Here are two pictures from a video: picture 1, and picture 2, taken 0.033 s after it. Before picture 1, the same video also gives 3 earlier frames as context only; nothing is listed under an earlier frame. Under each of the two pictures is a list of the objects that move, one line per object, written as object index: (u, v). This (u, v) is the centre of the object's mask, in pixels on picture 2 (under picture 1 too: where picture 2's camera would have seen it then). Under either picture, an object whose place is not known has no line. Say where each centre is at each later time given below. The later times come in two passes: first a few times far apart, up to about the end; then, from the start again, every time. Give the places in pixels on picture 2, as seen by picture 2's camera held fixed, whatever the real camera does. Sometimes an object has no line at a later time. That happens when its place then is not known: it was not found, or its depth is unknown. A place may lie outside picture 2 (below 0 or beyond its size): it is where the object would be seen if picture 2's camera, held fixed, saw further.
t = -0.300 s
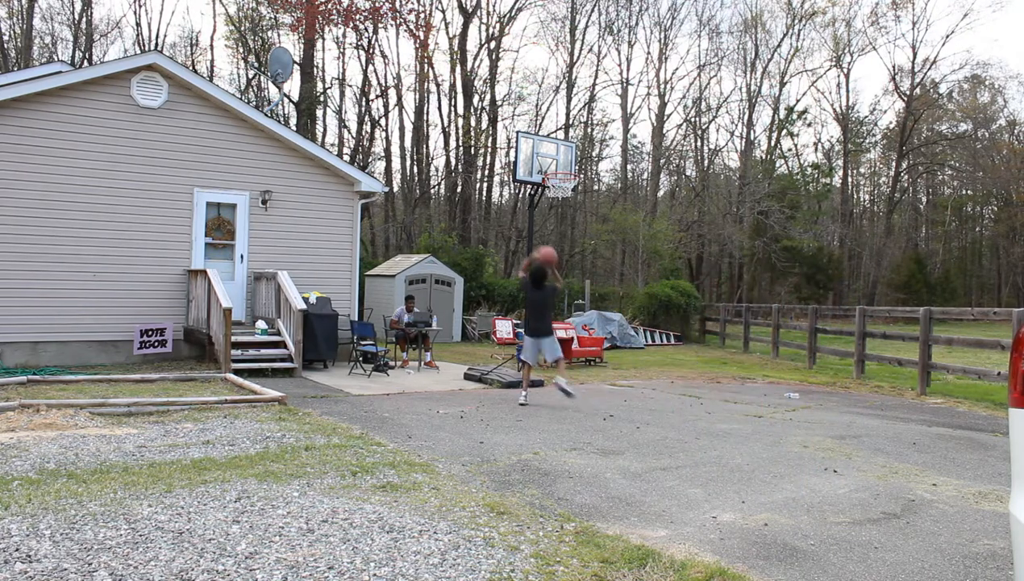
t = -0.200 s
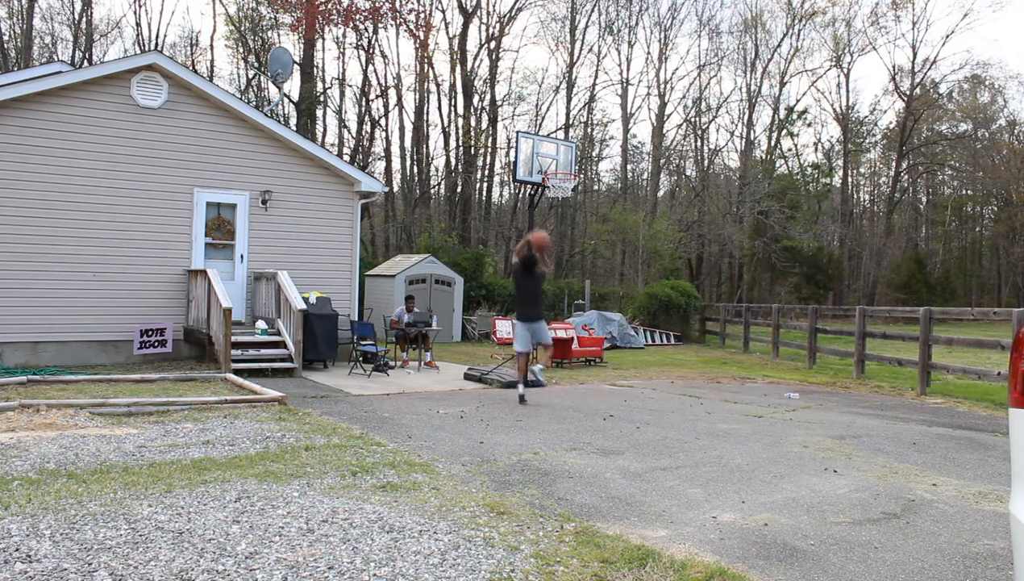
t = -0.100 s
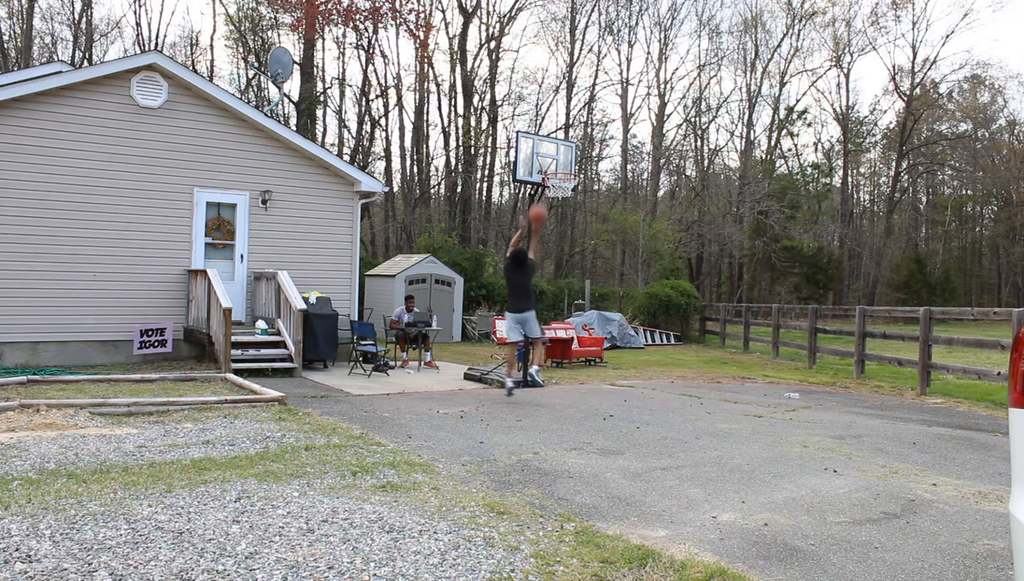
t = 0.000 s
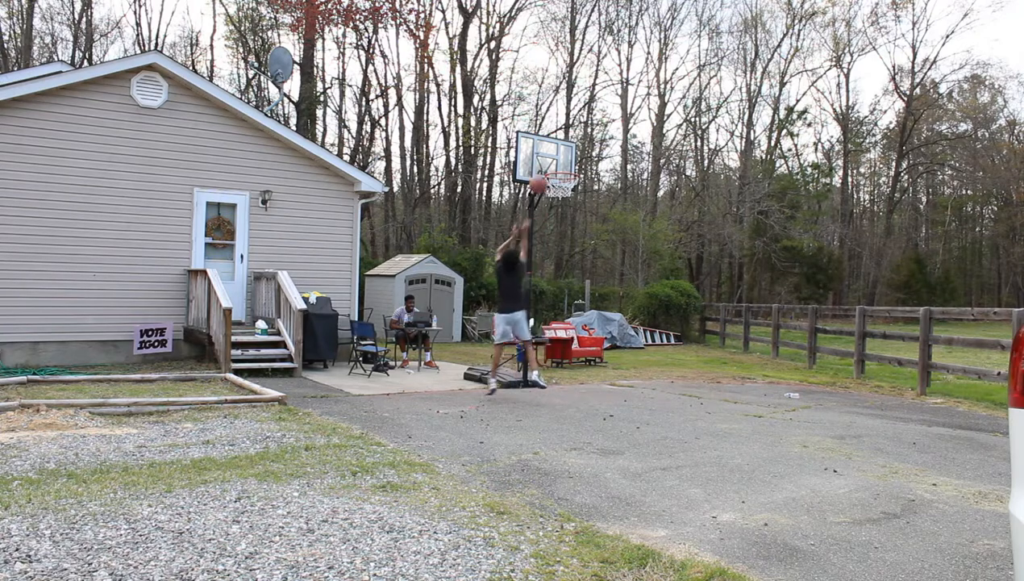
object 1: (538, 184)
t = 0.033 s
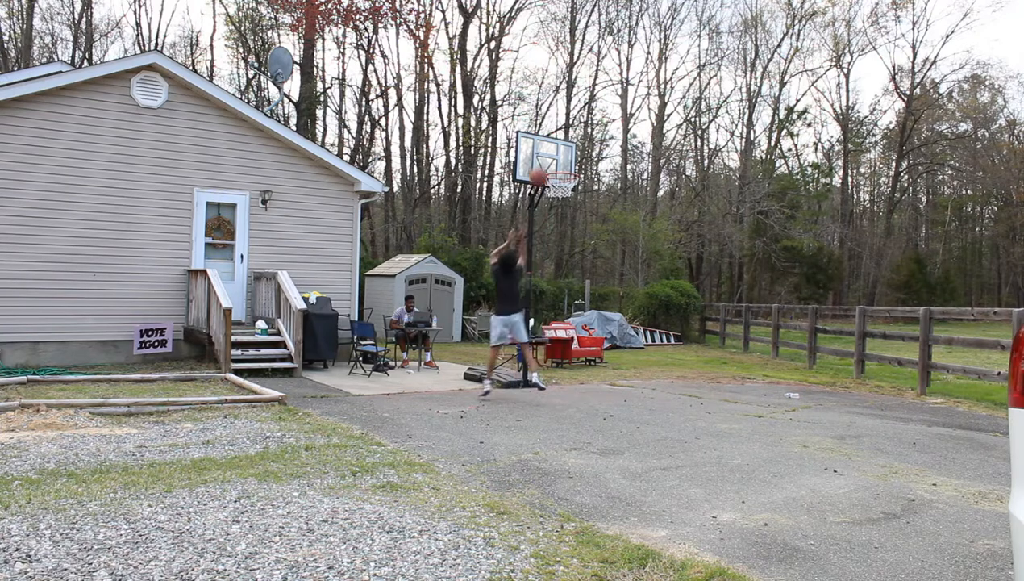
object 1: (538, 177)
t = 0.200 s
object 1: (537, 152)
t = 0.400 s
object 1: (552, 149)
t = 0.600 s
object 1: (573, 165)
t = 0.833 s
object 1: (576, 166)
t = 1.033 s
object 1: (581, 167)
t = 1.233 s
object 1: (590, 178)
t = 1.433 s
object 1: (598, 214)
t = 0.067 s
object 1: (537, 169)
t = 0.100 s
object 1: (538, 164)
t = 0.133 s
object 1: (537, 158)
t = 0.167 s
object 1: (537, 155)
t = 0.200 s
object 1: (537, 152)
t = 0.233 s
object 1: (537, 149)
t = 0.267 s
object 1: (537, 148)
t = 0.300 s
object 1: (538, 148)
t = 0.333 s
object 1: (542, 147)
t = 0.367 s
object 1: (547, 148)
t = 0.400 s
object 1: (552, 149)
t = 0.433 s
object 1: (557, 152)
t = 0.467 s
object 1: (561, 154)
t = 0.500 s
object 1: (565, 158)
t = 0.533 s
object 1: (569, 163)
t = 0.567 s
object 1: (574, 166)
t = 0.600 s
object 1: (573, 165)
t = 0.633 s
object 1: (574, 163)
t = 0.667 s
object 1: (575, 162)
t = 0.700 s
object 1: (575, 162)
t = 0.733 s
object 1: (575, 162)
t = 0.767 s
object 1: (577, 163)
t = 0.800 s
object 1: (577, 164)
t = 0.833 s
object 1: (576, 166)
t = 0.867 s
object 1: (578, 165)
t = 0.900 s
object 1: (578, 164)
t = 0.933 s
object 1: (579, 164)
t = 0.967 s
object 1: (580, 164)
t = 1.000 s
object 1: (580, 165)
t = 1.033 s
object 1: (581, 167)
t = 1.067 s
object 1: (581, 168)
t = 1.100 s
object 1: (583, 168)
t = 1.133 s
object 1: (585, 170)
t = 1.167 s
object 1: (586, 171)
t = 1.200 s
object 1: (587, 174)
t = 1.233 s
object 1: (590, 178)
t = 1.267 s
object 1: (591, 182)
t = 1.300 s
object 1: (592, 187)
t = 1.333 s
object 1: (593, 192)
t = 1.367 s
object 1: (596, 200)
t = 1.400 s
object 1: (597, 205)
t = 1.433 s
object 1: (598, 214)
